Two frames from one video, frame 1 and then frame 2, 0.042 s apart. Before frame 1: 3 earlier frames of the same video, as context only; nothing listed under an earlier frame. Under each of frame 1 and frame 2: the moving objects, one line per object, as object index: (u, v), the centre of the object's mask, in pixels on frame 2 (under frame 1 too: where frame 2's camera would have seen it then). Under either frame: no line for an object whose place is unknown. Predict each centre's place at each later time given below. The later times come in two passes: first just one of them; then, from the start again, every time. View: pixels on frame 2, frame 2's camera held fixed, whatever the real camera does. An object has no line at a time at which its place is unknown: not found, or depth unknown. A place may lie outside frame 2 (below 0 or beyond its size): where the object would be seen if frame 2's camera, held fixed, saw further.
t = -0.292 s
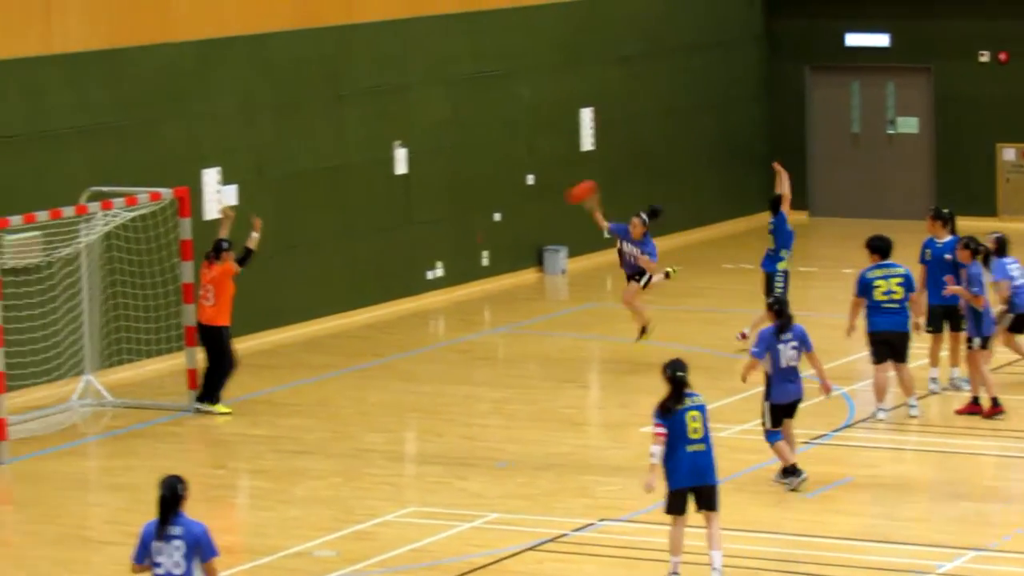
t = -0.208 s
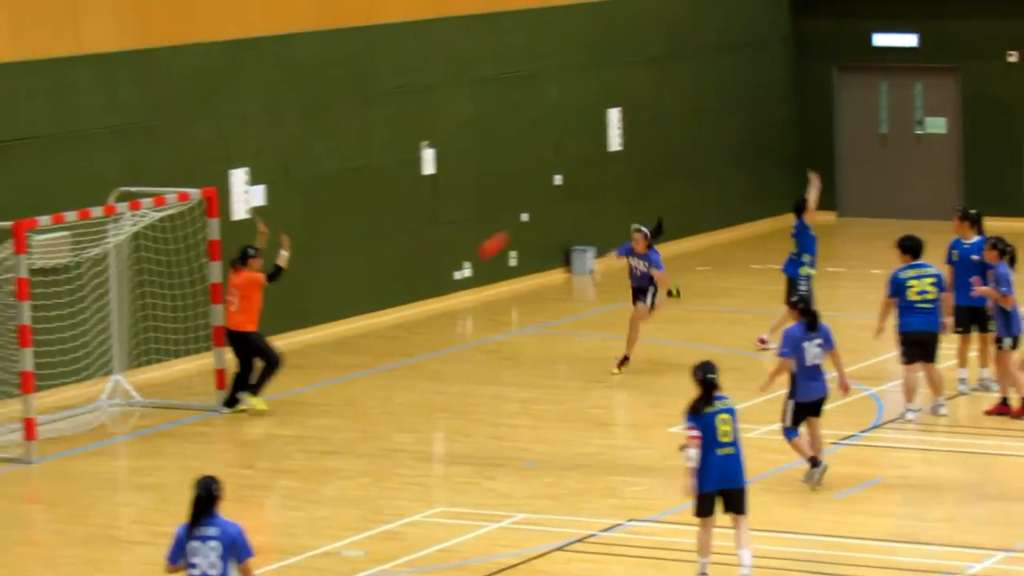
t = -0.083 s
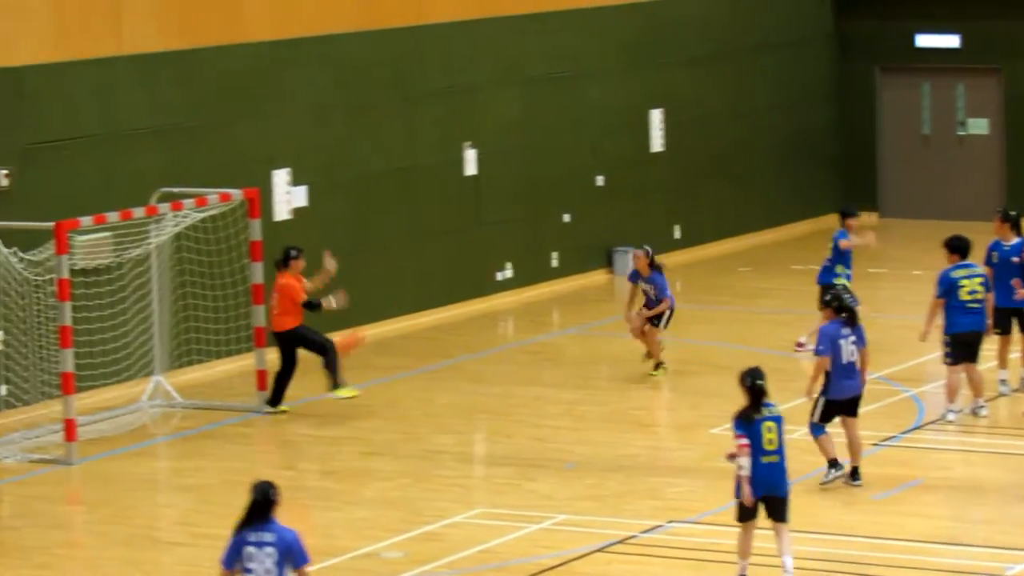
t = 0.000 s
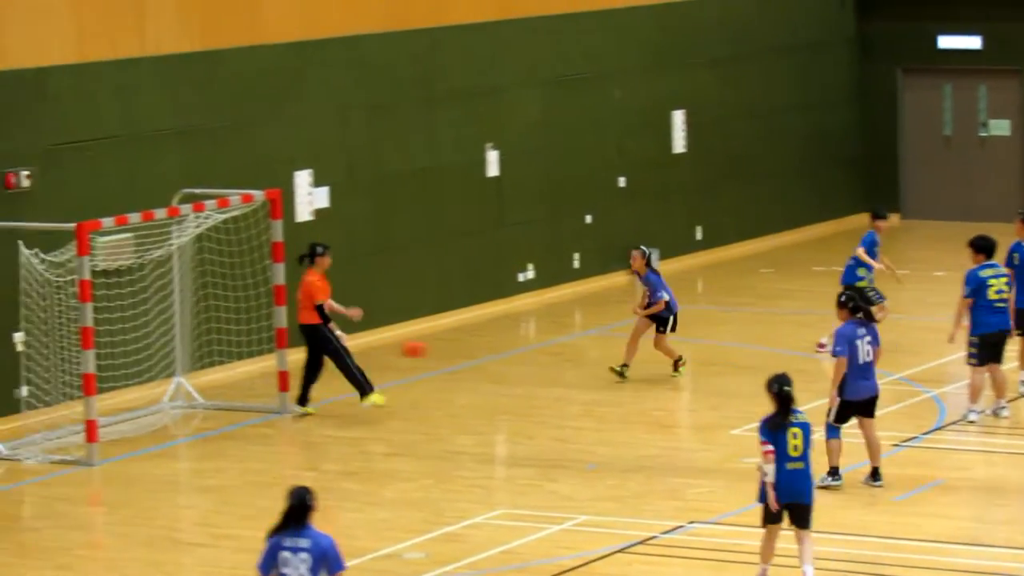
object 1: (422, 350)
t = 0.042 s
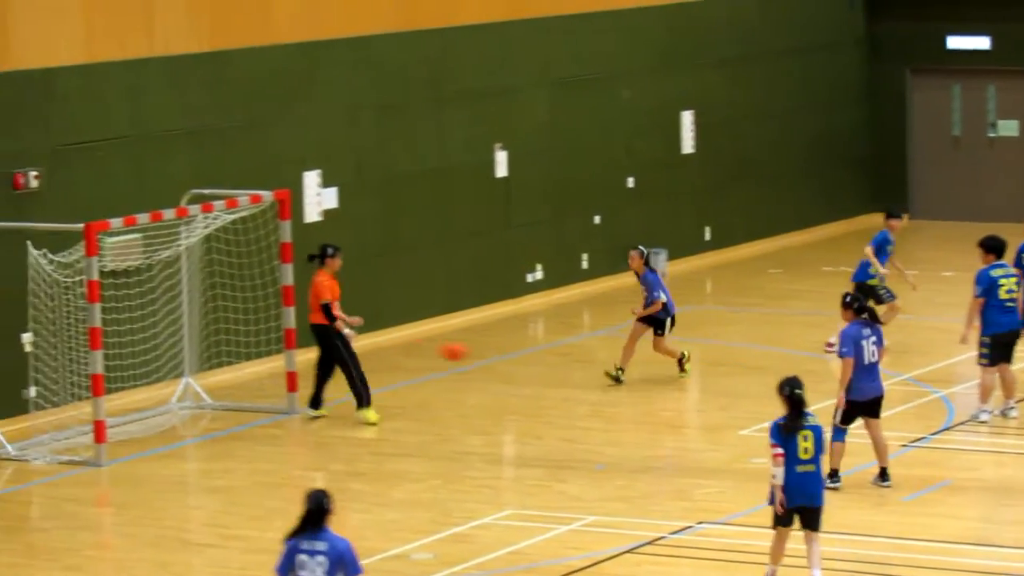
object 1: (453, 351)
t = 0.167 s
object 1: (549, 371)
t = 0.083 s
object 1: (485, 355)
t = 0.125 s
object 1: (518, 362)
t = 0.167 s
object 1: (549, 371)
